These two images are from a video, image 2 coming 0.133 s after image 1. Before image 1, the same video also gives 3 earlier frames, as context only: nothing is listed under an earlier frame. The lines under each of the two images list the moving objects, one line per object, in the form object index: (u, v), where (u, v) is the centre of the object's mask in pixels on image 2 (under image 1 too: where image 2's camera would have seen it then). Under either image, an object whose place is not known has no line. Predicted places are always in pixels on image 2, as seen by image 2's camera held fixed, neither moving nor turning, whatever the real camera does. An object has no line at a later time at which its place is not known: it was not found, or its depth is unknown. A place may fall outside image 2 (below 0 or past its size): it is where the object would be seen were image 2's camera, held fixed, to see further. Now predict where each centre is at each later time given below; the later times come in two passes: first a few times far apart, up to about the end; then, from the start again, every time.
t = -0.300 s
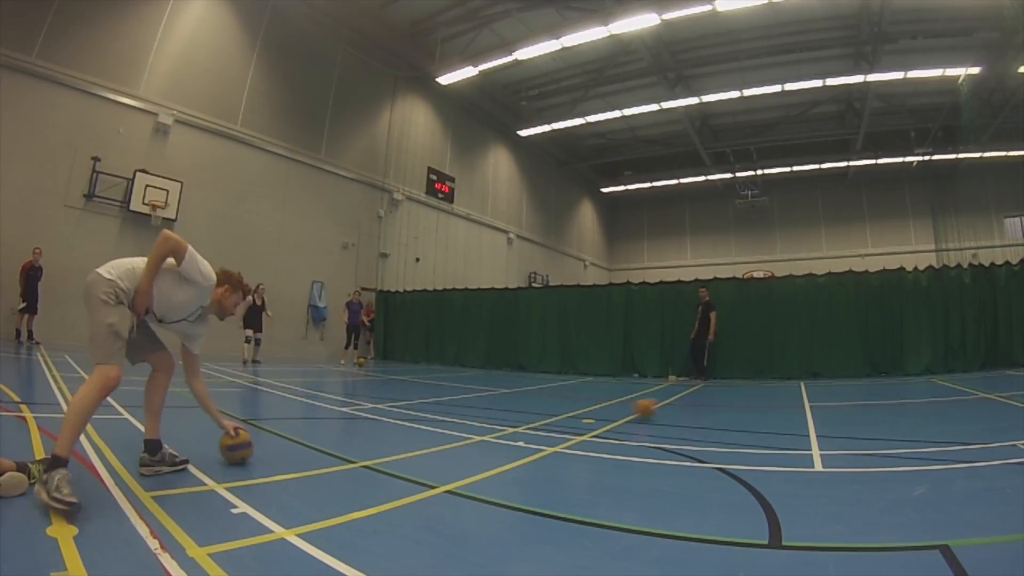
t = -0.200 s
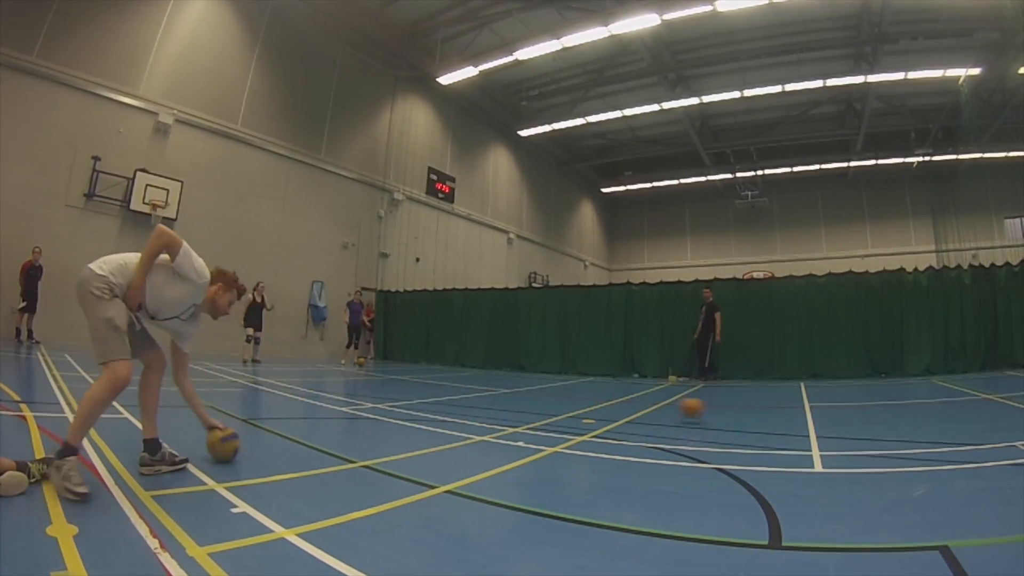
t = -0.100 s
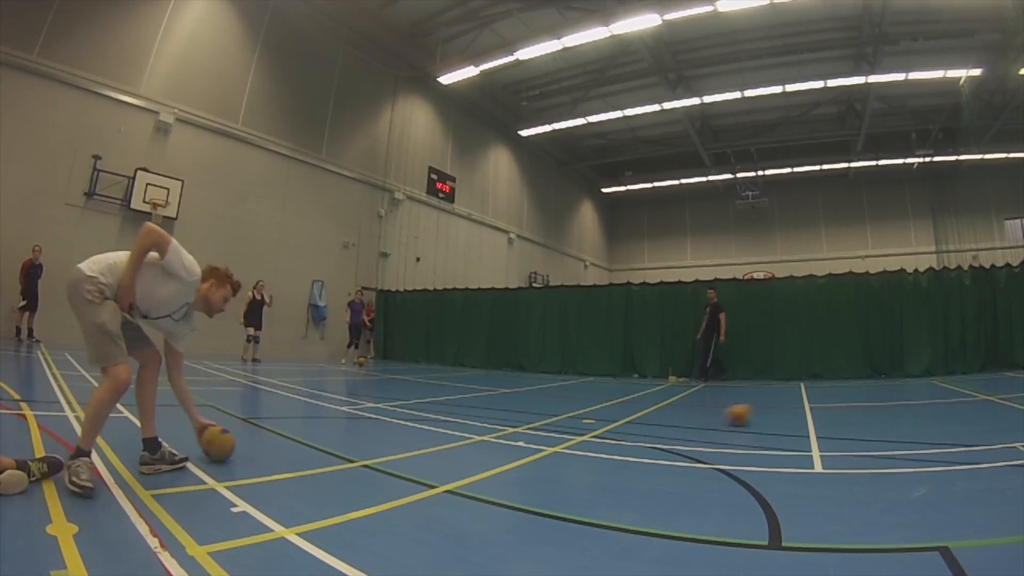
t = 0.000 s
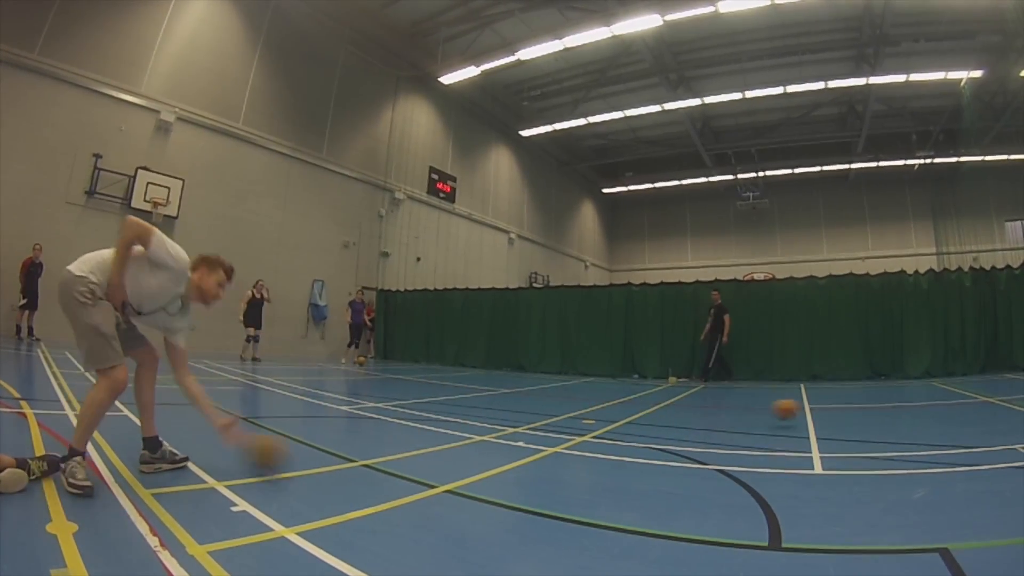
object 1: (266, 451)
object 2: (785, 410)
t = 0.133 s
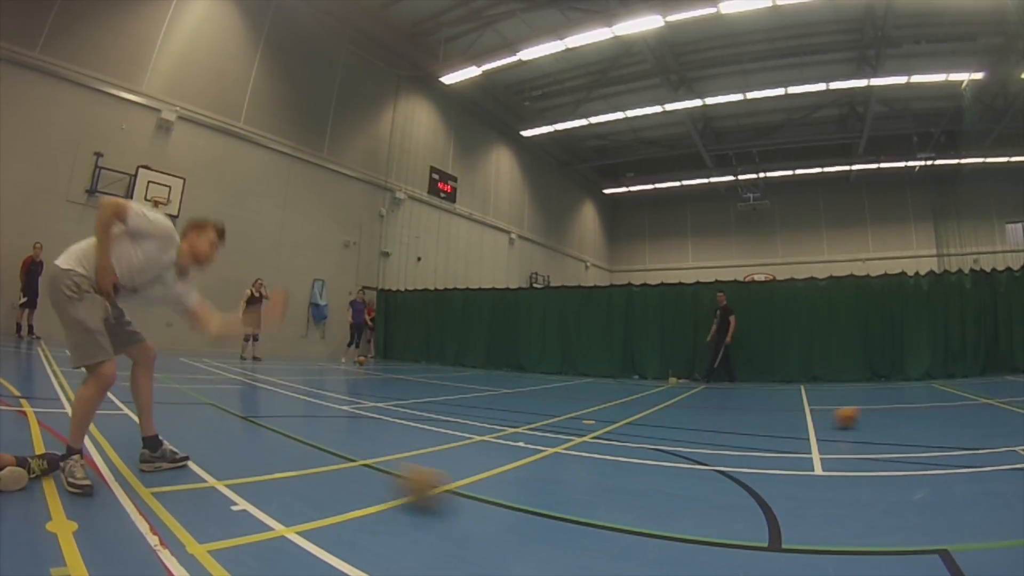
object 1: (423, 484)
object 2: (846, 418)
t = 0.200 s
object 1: (514, 491)
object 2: (875, 413)
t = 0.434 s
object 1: (806, 498)
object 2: (968, 407)
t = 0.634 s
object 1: (953, 476)
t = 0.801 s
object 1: (1023, 456)
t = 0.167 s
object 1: (466, 492)
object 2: (860, 415)
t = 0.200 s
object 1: (514, 491)
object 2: (875, 413)
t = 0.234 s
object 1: (559, 496)
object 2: (889, 412)
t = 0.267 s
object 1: (603, 502)
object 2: (903, 412)
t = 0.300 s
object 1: (650, 505)
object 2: (916, 414)
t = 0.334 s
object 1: (691, 501)
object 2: (930, 415)
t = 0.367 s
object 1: (728, 500)
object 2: (943, 412)
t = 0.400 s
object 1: (770, 497)
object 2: (956, 409)
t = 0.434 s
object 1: (806, 498)
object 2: (968, 407)
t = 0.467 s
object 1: (834, 496)
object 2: (981, 406)
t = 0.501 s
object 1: (864, 491)
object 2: (993, 408)
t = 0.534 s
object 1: (891, 488)
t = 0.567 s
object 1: (915, 484)
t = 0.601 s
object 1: (937, 478)
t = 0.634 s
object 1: (953, 476)
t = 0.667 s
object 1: (971, 471)
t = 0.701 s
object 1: (987, 467)
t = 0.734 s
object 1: (1002, 463)
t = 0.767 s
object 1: (1016, 460)
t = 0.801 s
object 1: (1023, 456)
